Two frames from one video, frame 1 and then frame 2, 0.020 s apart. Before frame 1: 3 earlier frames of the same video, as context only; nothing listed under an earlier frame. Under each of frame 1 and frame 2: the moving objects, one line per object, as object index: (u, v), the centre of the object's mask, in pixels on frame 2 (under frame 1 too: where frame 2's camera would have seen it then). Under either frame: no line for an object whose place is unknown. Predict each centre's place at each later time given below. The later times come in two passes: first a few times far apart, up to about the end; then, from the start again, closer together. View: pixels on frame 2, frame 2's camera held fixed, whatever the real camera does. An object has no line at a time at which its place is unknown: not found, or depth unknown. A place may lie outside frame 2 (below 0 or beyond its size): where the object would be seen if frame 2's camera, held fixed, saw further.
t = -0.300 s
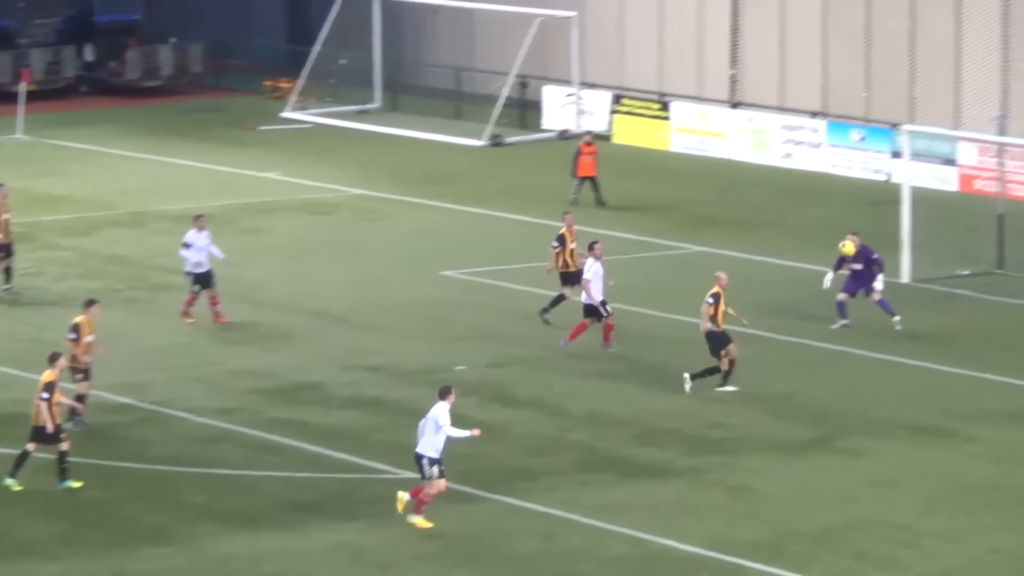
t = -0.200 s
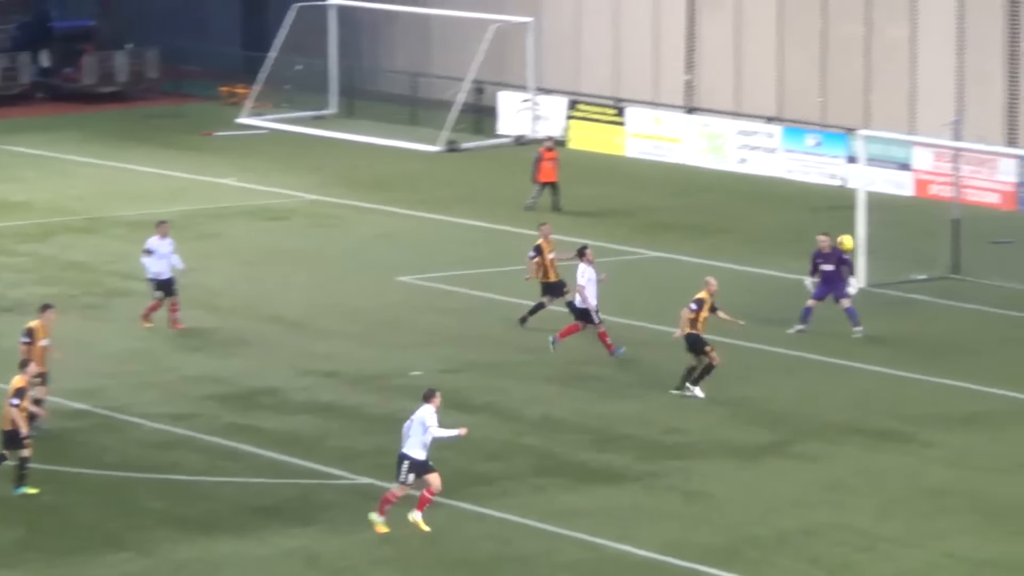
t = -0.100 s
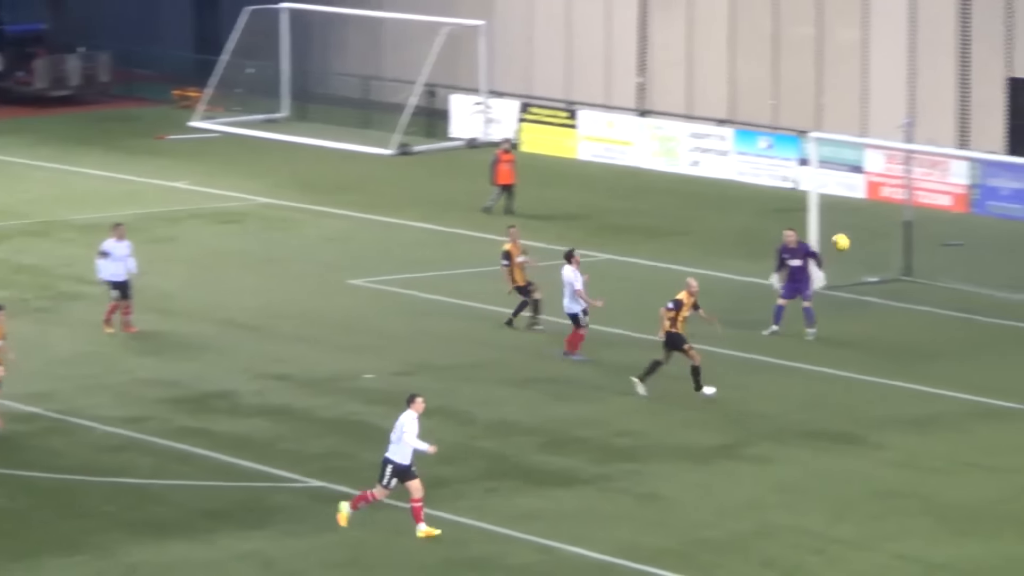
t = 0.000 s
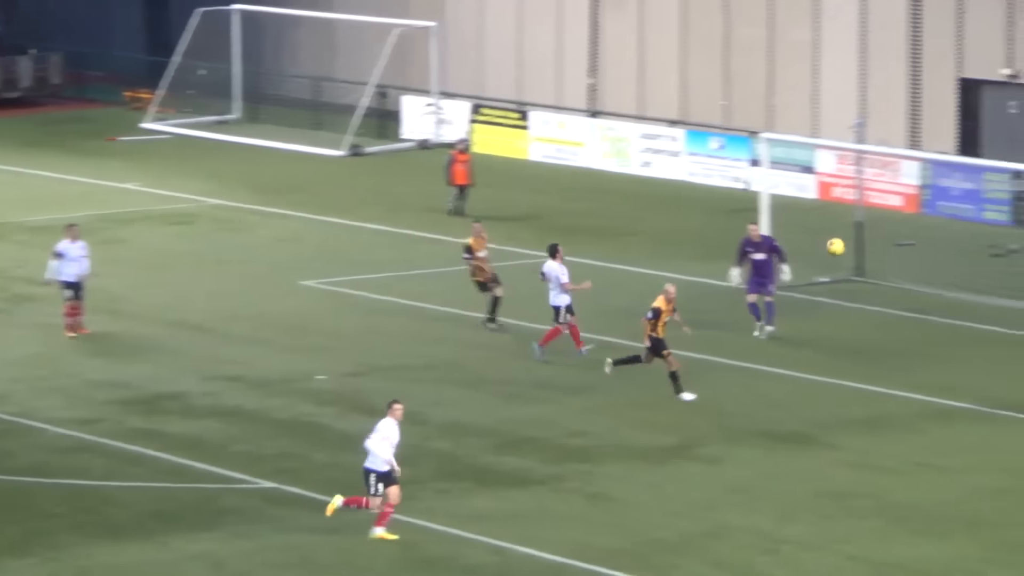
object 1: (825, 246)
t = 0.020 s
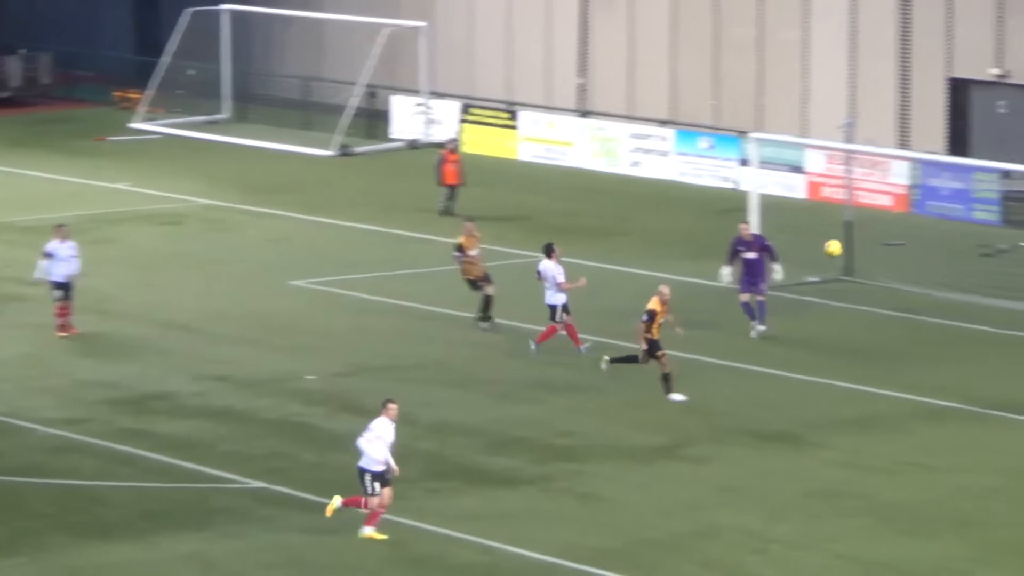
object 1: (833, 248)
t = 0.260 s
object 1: (939, 295)
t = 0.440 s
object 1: (1020, 365)
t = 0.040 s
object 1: (842, 250)
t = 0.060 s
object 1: (851, 253)
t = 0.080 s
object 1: (860, 255)
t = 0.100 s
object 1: (869, 258)
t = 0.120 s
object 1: (878, 262)
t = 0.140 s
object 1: (887, 266)
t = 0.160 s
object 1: (896, 269)
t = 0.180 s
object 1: (904, 274)
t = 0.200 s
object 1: (913, 279)
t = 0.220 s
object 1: (922, 284)
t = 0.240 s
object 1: (930, 290)
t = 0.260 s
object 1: (939, 295)
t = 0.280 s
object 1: (948, 301)
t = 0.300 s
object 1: (957, 308)
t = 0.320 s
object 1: (966, 315)
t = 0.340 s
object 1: (975, 322)
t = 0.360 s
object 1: (985, 330)
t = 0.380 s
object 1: (993, 338)
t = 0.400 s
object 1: (1002, 347)
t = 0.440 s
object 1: (1020, 365)
